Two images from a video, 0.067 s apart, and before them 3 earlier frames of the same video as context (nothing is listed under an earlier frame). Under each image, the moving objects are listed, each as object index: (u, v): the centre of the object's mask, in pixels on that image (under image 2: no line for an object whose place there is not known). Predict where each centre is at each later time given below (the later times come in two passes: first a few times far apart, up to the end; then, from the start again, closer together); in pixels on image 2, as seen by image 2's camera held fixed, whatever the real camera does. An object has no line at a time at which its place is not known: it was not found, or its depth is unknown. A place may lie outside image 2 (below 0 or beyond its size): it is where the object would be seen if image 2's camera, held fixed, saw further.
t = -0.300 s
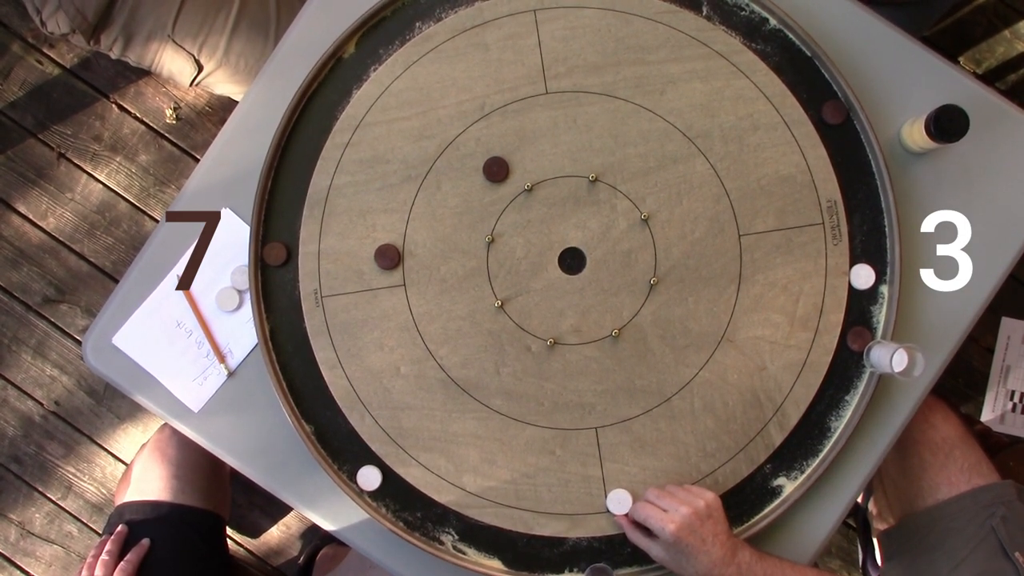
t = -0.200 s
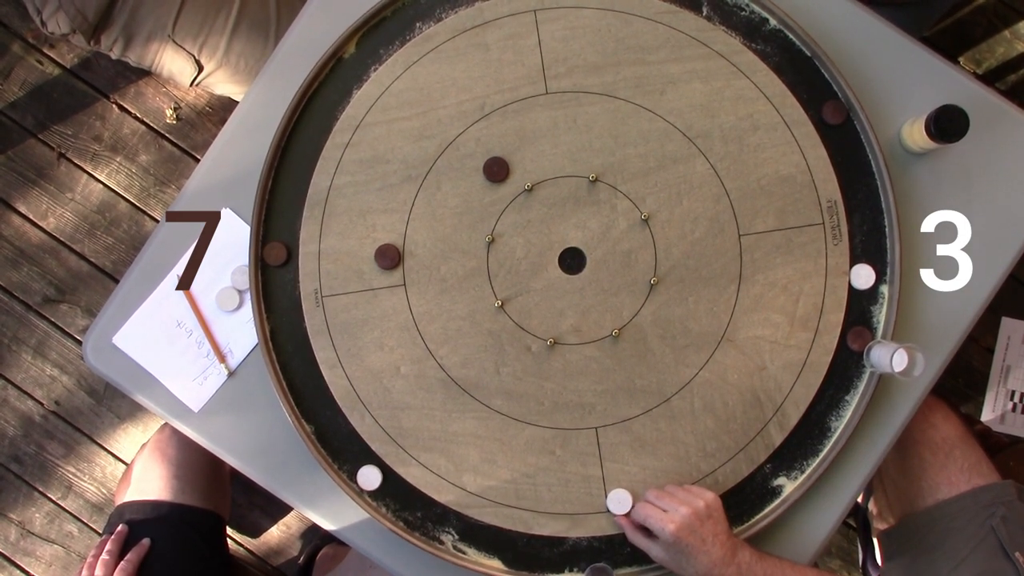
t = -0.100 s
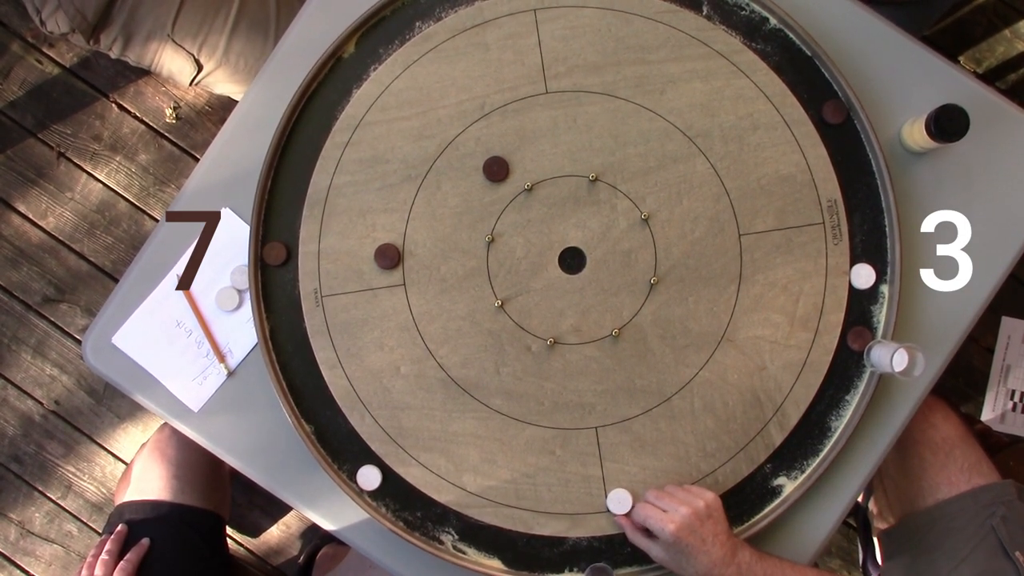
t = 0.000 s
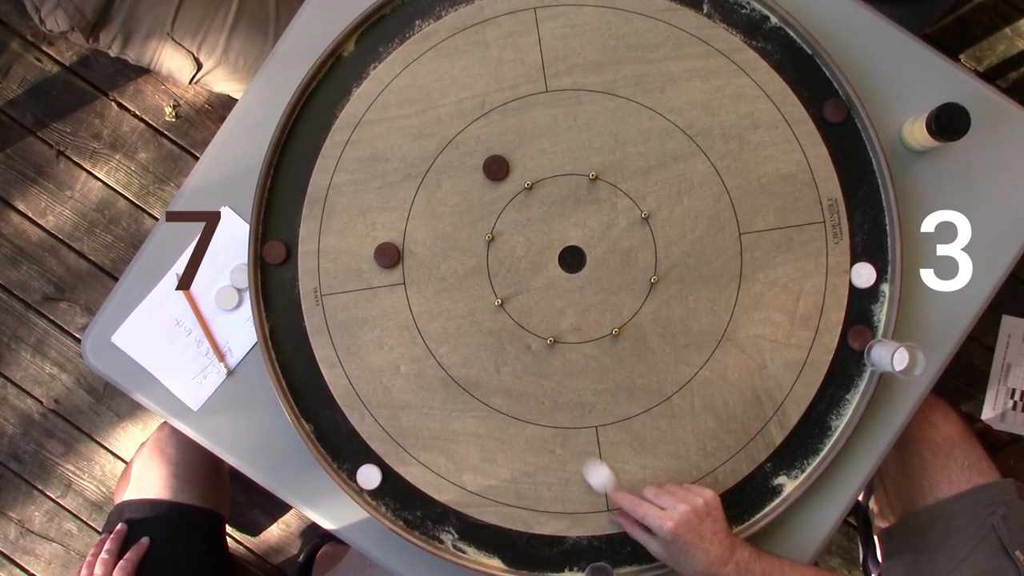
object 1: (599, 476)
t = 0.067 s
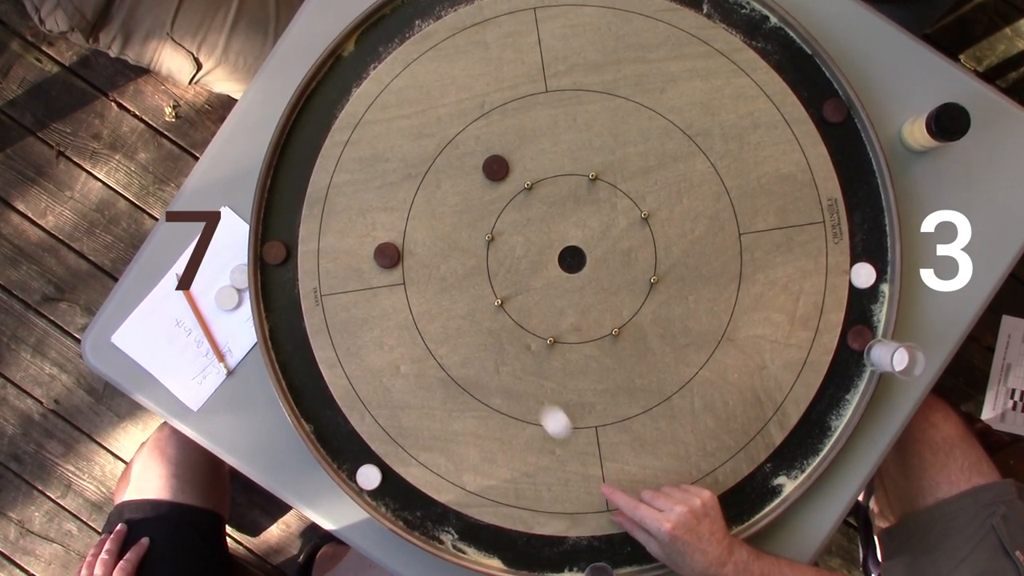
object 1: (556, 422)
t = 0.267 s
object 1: (446, 282)
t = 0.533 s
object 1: (344, 142)
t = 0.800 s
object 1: (328, 90)
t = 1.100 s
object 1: (344, 85)
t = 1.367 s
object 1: (346, 82)
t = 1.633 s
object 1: (346, 83)
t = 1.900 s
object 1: (346, 82)
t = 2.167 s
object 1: (346, 82)
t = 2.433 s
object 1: (346, 82)
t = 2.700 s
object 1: (346, 83)
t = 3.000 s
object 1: (346, 82)
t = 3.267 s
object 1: (346, 83)
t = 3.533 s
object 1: (346, 82)
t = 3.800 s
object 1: (346, 83)
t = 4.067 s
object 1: (346, 82)
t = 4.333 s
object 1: (346, 82)
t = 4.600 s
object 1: (346, 83)
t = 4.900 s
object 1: (346, 83)
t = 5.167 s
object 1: (346, 82)
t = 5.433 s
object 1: (346, 82)
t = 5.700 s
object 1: (346, 82)
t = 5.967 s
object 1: (346, 82)
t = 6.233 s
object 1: (346, 82)
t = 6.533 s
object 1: (346, 82)
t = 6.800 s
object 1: (346, 82)
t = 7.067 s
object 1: (346, 82)
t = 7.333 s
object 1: (346, 82)
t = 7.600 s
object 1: (346, 82)
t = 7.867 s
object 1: (346, 82)
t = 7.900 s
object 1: (346, 83)
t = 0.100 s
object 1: (535, 396)
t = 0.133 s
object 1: (516, 372)
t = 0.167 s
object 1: (498, 348)
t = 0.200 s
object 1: (480, 326)
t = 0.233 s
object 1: (463, 303)
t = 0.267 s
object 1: (446, 282)
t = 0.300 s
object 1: (431, 263)
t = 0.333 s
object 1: (417, 243)
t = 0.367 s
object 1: (403, 224)
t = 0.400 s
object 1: (390, 206)
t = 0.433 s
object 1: (377, 189)
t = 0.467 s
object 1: (365, 172)
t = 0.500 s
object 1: (355, 157)
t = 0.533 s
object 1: (344, 142)
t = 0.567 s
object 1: (333, 127)
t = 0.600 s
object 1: (324, 113)
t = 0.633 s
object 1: (317, 101)
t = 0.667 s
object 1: (323, 100)
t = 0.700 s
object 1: (331, 100)
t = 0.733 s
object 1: (333, 98)
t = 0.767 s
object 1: (330, 94)
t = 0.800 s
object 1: (328, 90)
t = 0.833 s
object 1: (326, 86)
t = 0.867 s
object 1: (328, 85)
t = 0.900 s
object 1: (331, 86)
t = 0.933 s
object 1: (333, 86)
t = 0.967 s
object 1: (335, 86)
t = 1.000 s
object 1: (338, 86)
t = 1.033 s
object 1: (340, 85)
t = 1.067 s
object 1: (342, 86)
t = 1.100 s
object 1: (344, 85)
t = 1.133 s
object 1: (345, 85)
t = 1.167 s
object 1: (345, 84)
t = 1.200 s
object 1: (345, 83)
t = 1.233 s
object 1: (346, 83)
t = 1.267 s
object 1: (346, 82)
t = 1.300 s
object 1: (346, 82)
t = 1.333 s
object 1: (346, 82)
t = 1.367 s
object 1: (346, 82)
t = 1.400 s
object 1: (346, 82)
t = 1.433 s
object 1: (346, 82)
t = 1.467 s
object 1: (346, 82)
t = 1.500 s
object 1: (346, 82)
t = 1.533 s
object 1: (346, 82)
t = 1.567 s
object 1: (346, 82)
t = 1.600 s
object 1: (346, 83)
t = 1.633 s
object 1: (346, 83)
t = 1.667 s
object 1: (346, 83)
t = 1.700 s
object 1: (346, 82)
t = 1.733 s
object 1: (346, 82)
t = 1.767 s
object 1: (346, 82)
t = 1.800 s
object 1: (346, 82)
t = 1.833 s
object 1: (346, 82)
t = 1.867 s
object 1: (346, 82)
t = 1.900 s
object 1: (346, 82)
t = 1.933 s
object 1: (346, 82)
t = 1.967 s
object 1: (346, 82)
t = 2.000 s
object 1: (346, 82)
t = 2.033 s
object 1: (346, 82)
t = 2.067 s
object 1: (346, 83)
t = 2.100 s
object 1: (346, 83)
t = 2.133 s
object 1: (346, 82)
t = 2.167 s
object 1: (346, 82)
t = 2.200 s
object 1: (346, 82)
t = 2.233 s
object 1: (346, 82)
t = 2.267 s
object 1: (346, 82)
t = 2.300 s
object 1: (346, 82)
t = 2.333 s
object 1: (346, 82)
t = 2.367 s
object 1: (346, 82)
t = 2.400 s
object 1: (346, 82)
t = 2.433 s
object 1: (346, 82)
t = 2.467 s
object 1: (346, 82)
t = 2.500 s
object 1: (346, 82)
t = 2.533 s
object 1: (346, 82)
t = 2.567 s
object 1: (346, 82)
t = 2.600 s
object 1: (346, 83)
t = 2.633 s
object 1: (346, 83)
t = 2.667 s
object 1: (346, 83)
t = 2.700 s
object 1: (346, 83)
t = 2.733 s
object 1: (346, 82)
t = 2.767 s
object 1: (346, 82)
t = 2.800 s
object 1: (346, 82)
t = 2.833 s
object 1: (346, 82)
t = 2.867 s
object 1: (346, 82)
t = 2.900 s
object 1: (346, 82)
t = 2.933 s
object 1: (346, 82)
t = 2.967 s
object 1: (346, 82)
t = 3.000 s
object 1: (346, 82)
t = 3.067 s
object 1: (346, 82)
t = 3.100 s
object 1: (346, 83)
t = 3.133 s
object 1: (346, 83)
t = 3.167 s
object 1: (346, 83)
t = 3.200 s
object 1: (346, 83)
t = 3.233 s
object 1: (346, 83)
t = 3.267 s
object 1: (346, 83)
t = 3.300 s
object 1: (346, 82)
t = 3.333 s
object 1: (346, 83)
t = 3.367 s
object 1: (346, 82)
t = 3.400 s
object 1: (346, 82)
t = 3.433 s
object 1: (346, 82)
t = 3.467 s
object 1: (346, 82)
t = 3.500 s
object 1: (346, 82)
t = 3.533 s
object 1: (346, 82)
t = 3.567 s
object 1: (346, 82)
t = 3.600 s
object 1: (346, 82)
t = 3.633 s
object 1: (346, 83)
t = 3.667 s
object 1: (346, 83)
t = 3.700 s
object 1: (346, 83)
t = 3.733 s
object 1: (346, 83)
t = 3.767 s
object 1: (346, 83)
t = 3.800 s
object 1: (346, 83)
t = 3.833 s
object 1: (346, 83)
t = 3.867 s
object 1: (346, 83)
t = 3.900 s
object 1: (346, 82)
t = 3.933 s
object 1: (346, 82)
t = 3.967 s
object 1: (346, 82)
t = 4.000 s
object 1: (346, 82)
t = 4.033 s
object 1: (346, 82)
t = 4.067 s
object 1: (346, 82)
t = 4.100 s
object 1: (346, 82)
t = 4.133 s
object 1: (346, 82)
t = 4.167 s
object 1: (346, 83)
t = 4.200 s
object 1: (346, 83)
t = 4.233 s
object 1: (346, 83)
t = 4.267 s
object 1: (346, 83)
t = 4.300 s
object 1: (346, 83)
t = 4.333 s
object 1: (346, 82)
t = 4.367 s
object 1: (346, 82)
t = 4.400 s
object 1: (346, 82)
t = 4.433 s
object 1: (346, 82)
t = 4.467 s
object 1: (346, 82)
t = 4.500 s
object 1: (346, 82)
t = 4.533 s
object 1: (346, 82)
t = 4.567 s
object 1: (346, 82)
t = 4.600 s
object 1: (346, 83)
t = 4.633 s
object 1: (346, 82)
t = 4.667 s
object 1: (346, 82)
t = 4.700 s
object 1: (346, 82)
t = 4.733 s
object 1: (346, 83)
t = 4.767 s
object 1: (346, 83)
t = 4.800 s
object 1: (346, 83)
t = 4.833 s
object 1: (346, 82)
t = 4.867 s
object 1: (346, 83)
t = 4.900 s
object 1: (346, 83)
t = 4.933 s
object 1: (346, 82)
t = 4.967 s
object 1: (346, 82)
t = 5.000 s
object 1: (346, 82)
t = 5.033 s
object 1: (346, 82)
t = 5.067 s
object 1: (346, 82)
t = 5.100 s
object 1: (346, 82)
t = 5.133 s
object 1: (346, 82)
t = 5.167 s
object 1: (346, 82)
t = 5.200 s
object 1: (346, 83)
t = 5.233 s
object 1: (346, 83)
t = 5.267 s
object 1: (346, 82)
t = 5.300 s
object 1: (346, 83)
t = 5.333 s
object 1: (346, 83)
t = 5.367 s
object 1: (346, 82)
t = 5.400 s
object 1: (346, 82)
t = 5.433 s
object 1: (346, 82)
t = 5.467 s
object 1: (346, 82)
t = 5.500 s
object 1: (346, 82)
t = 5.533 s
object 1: (346, 82)
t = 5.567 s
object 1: (346, 82)
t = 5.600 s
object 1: (346, 82)
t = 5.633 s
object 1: (346, 82)
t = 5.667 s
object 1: (346, 82)
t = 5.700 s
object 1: (346, 82)
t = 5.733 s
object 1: (346, 82)
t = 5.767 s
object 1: (346, 82)
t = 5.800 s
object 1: (346, 82)
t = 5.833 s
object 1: (346, 83)
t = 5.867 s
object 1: (346, 83)
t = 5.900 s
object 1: (346, 82)
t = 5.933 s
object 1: (346, 82)
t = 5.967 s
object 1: (346, 82)
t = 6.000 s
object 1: (346, 82)
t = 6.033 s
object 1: (346, 82)
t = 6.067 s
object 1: (346, 82)
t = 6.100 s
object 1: (346, 82)
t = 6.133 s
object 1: (346, 82)
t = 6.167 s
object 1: (346, 82)
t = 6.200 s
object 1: (345, 82)
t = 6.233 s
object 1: (346, 82)
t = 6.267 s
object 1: (346, 82)
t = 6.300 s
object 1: (346, 82)
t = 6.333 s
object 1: (346, 82)
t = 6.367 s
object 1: (346, 82)
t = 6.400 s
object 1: (346, 83)
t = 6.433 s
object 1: (346, 83)
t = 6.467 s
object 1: (346, 82)
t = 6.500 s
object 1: (346, 82)
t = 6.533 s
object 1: (346, 82)
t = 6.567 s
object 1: (346, 82)
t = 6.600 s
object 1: (346, 82)
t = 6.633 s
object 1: (345, 82)
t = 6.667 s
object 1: (345, 82)
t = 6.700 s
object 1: (345, 82)
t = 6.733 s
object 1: (346, 82)
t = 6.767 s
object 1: (346, 83)
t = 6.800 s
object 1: (346, 82)
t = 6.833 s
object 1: (346, 83)
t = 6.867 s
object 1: (346, 82)
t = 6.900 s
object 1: (346, 83)
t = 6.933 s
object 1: (346, 82)
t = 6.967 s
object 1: (346, 83)
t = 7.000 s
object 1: (346, 83)
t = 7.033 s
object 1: (346, 82)
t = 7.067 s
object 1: (346, 82)
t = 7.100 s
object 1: (346, 82)
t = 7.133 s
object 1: (346, 82)
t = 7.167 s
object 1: (346, 82)
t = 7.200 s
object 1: (346, 82)
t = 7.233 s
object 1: (346, 82)
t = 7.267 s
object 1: (346, 82)
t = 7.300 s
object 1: (346, 82)
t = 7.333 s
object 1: (346, 82)
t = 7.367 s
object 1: (346, 82)
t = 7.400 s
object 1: (346, 82)
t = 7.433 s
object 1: (346, 82)
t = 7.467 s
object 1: (346, 82)
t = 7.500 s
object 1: (346, 83)
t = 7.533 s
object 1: (346, 82)
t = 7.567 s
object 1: (346, 82)
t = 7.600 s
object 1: (346, 82)
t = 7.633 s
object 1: (346, 82)
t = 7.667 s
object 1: (346, 82)
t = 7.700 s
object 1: (346, 82)
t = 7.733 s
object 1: (346, 82)
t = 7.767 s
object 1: (346, 82)
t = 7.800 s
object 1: (346, 82)
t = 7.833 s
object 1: (346, 82)
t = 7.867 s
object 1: (346, 82)
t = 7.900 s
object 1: (346, 83)
